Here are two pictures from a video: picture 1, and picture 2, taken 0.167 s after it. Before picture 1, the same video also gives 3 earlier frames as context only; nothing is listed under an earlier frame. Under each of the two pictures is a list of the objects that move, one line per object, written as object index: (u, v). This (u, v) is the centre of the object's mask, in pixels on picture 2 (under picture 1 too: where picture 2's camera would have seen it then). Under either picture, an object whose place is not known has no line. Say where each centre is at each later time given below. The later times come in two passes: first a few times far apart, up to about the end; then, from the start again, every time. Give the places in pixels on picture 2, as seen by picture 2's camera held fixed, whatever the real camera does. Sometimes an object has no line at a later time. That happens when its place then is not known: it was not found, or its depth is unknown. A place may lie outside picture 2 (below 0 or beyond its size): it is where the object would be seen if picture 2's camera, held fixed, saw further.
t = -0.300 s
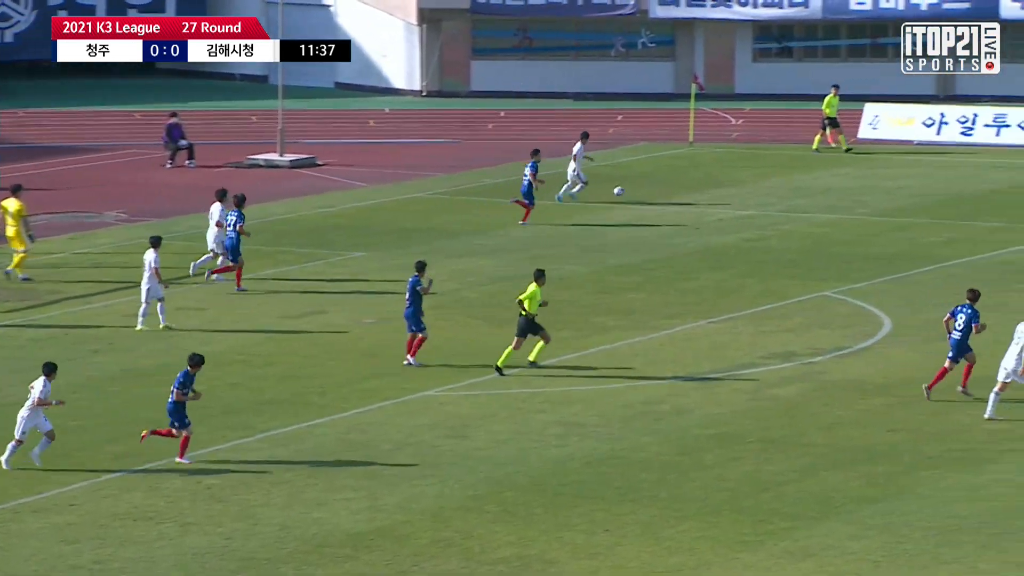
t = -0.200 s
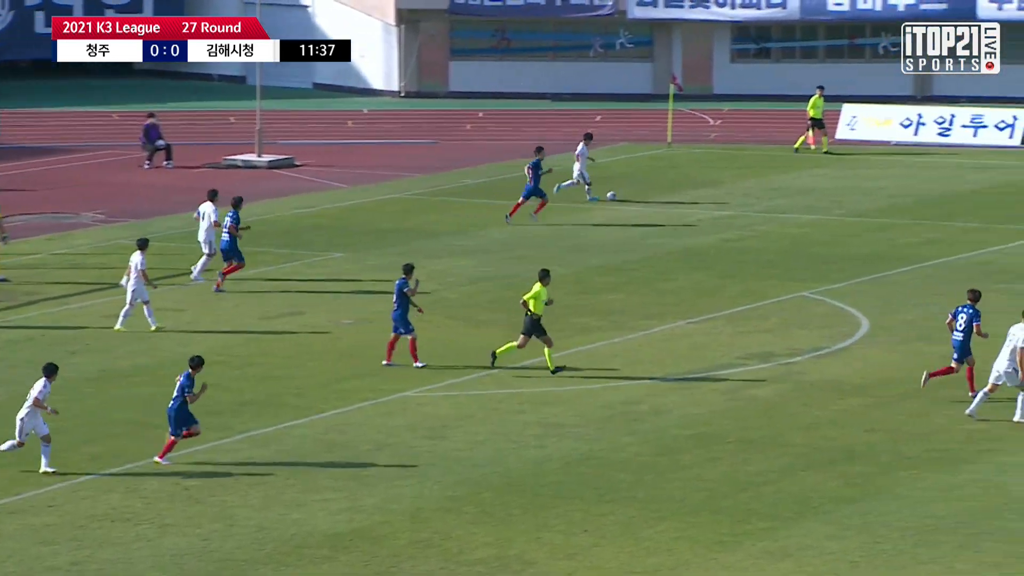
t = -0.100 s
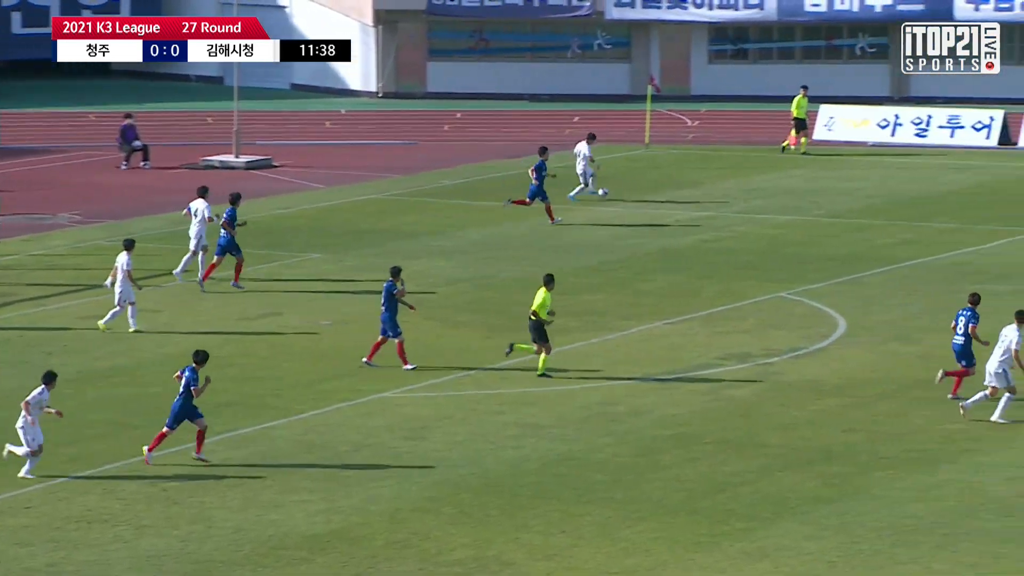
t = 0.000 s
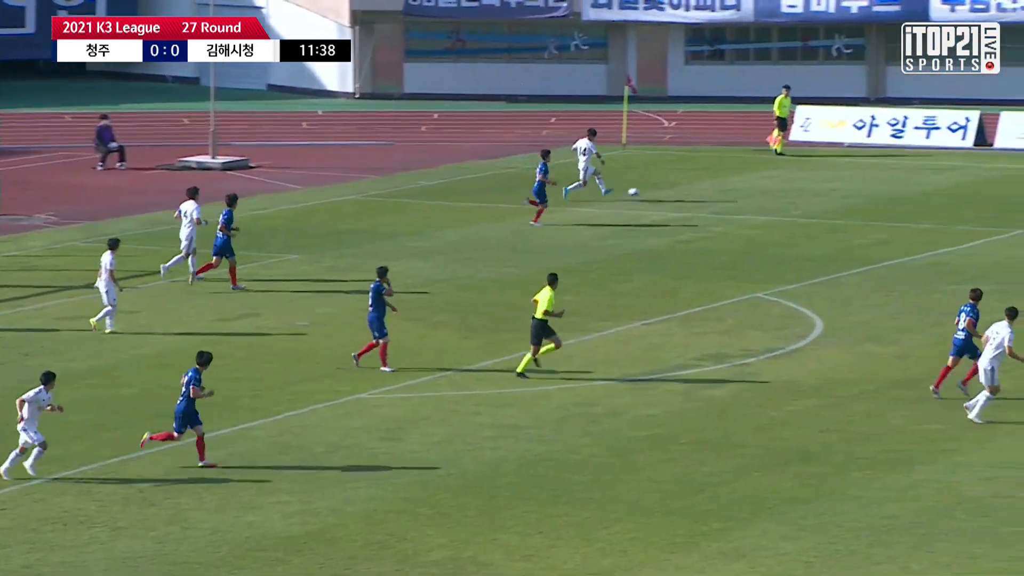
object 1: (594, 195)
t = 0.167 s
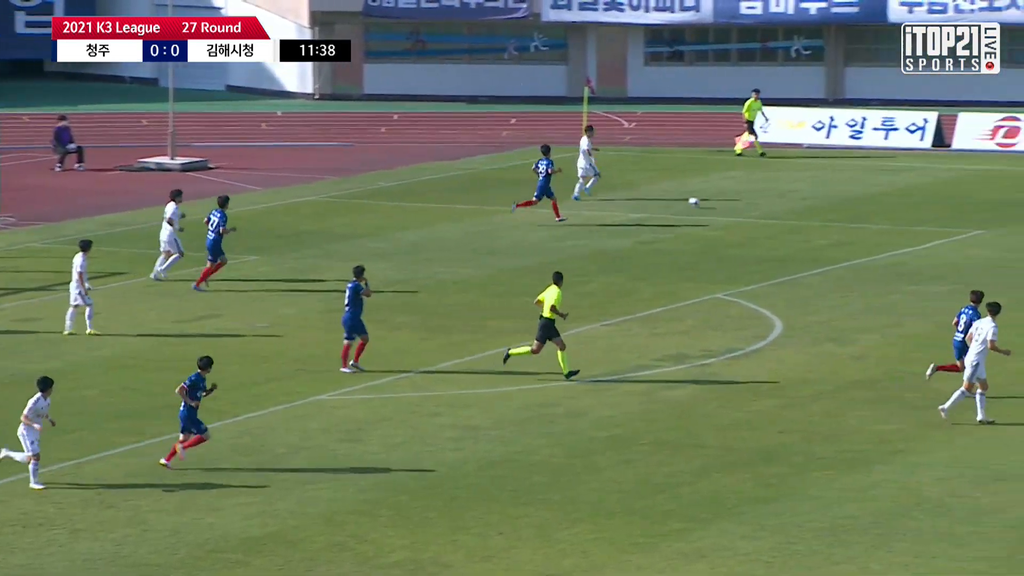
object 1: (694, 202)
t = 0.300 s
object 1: (766, 202)
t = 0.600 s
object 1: (919, 205)
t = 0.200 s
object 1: (713, 204)
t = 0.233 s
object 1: (731, 203)
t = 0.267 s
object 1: (749, 202)
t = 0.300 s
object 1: (766, 202)
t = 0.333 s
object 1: (784, 201)
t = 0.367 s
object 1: (801, 202)
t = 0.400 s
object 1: (820, 203)
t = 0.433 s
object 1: (839, 205)
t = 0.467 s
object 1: (856, 206)
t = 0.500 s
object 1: (872, 206)
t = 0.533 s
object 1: (888, 205)
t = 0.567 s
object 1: (904, 205)
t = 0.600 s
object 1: (919, 205)
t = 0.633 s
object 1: (936, 206)
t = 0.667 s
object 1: (952, 208)
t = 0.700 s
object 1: (969, 210)
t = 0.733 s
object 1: (984, 211)
